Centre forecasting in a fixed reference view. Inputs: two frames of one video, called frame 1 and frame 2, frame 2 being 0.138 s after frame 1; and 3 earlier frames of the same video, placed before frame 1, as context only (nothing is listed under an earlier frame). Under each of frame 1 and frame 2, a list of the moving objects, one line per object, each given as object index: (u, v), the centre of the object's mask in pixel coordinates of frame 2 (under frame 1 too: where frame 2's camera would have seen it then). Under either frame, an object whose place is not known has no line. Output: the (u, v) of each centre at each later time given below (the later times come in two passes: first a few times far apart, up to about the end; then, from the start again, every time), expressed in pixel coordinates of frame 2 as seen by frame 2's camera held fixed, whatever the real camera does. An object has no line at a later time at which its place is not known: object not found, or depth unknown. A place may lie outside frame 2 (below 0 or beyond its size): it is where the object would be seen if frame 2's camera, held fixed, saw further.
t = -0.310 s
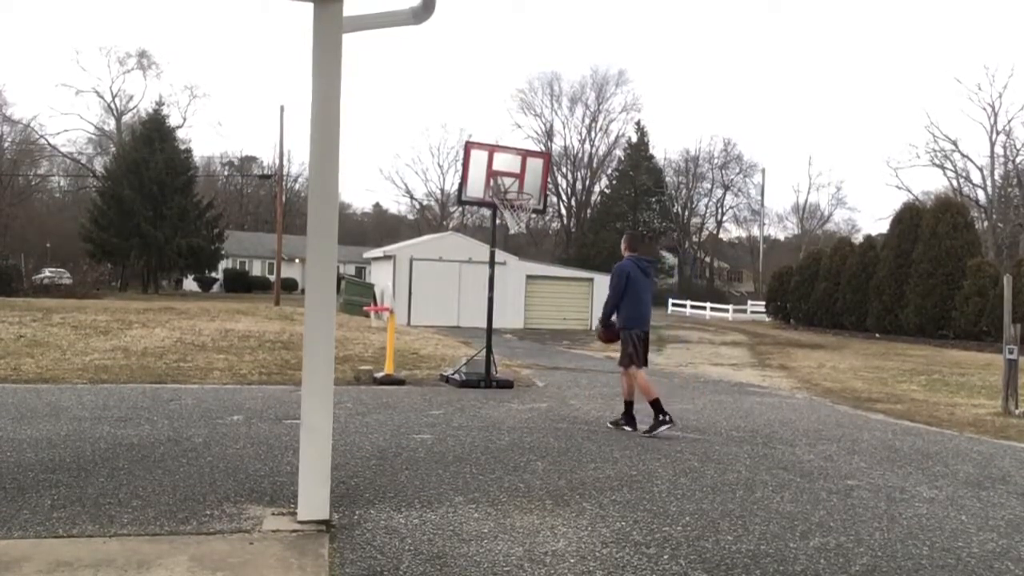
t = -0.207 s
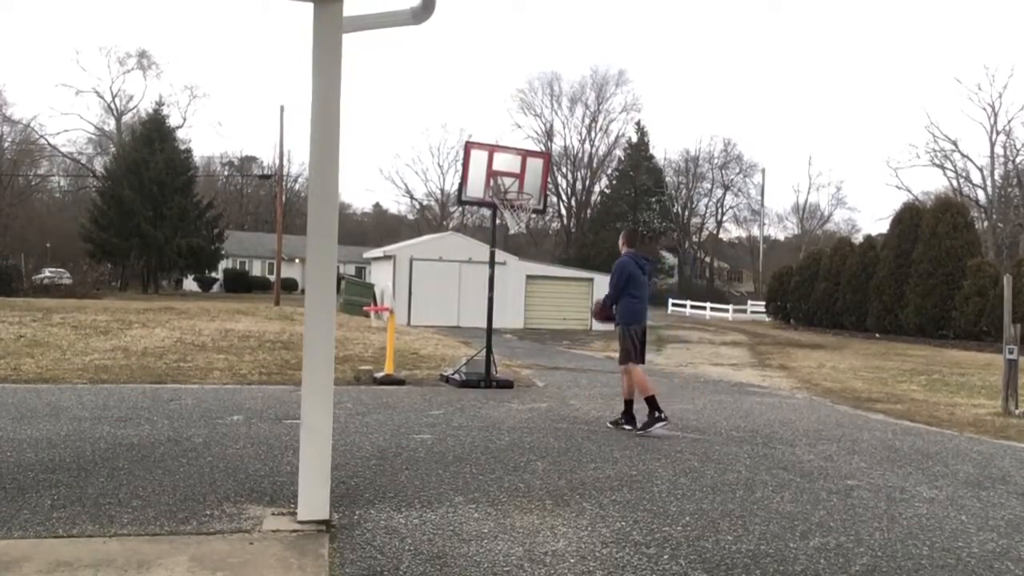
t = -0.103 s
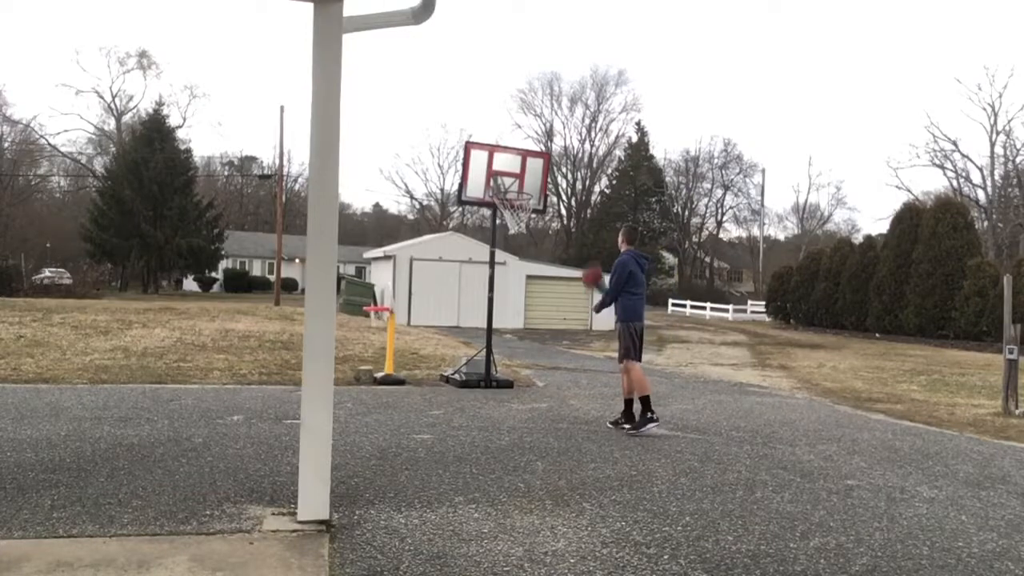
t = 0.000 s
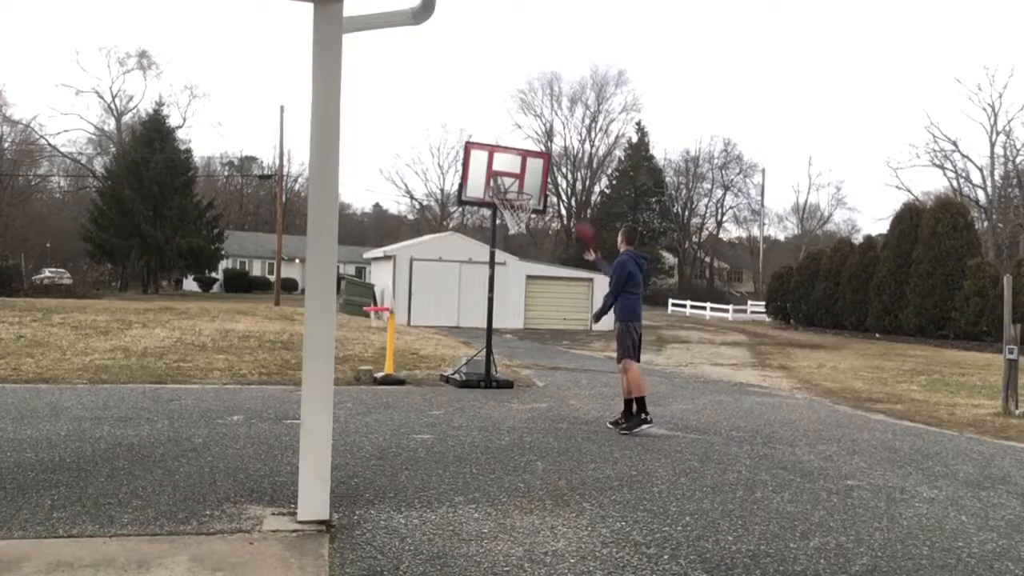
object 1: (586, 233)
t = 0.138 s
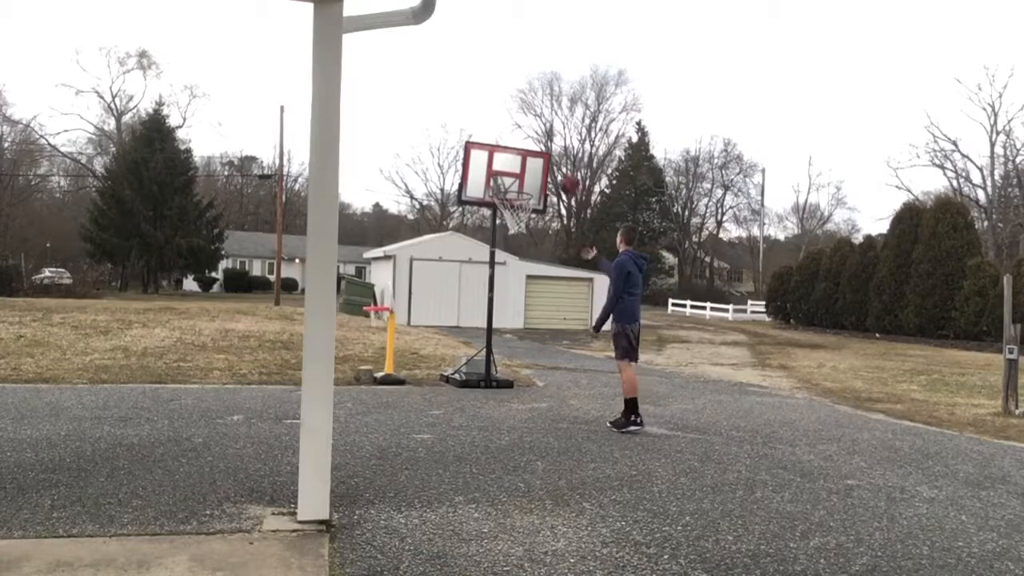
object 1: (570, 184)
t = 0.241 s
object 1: (561, 168)
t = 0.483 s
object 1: (543, 163)
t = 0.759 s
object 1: (528, 183)
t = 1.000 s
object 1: (531, 189)
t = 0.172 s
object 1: (567, 178)
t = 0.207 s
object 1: (564, 174)
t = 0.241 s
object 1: (561, 168)
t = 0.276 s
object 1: (558, 164)
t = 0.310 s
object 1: (556, 162)
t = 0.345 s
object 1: (553, 160)
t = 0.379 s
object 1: (550, 160)
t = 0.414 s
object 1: (547, 160)
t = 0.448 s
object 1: (545, 162)
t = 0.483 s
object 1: (543, 163)
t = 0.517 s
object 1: (540, 167)
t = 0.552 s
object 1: (537, 171)
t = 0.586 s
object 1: (534, 176)
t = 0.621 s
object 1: (532, 182)
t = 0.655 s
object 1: (530, 184)
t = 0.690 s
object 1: (530, 183)
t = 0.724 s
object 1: (529, 183)
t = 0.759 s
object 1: (528, 183)
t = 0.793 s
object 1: (527, 185)
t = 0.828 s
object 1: (526, 187)
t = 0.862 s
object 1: (525, 189)
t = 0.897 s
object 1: (526, 190)
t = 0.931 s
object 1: (529, 190)
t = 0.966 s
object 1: (530, 189)
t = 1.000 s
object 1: (531, 189)
